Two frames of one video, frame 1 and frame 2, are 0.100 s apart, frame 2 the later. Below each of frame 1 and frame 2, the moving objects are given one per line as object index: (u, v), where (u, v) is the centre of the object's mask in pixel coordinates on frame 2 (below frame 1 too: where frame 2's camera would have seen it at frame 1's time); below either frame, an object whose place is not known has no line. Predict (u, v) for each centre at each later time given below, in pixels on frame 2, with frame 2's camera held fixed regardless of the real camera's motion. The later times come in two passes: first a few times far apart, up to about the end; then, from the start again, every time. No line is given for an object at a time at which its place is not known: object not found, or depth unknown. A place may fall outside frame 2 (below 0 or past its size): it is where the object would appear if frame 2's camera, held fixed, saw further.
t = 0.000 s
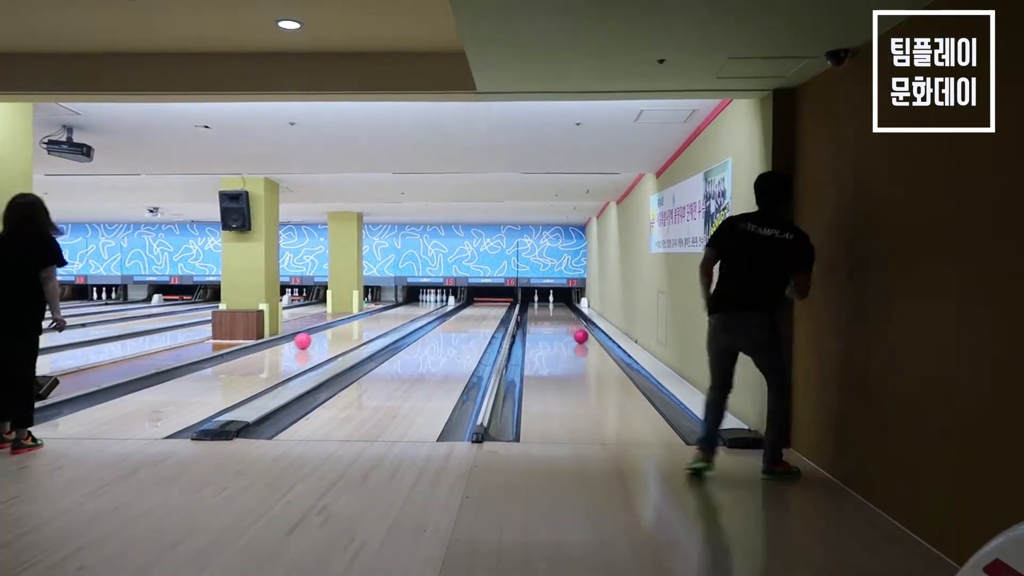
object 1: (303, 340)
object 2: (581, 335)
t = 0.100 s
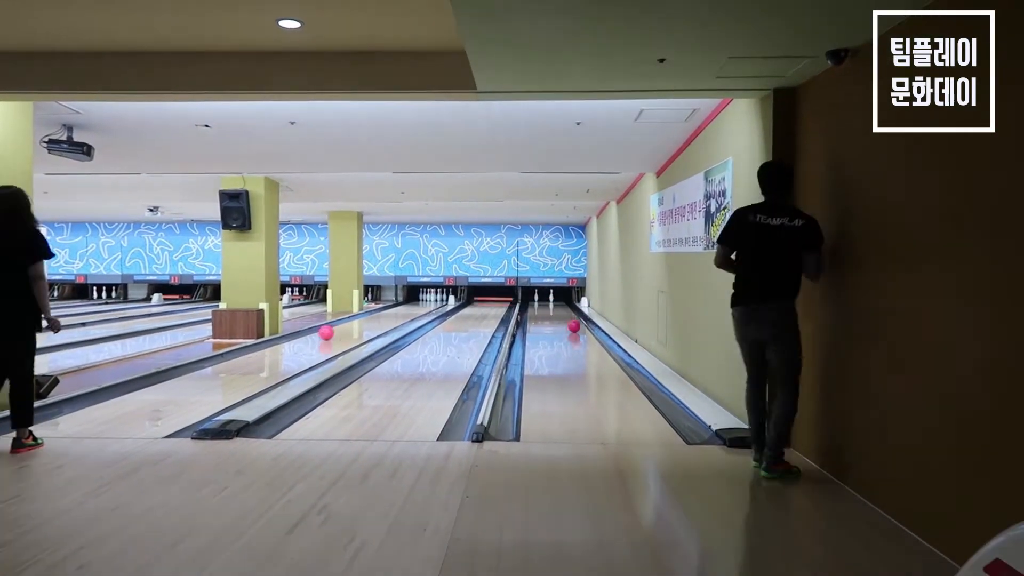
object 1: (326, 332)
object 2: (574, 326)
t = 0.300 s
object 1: (360, 321)
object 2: (565, 313)
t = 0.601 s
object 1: (394, 309)
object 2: (557, 302)
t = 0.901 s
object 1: (416, 303)
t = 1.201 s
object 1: (432, 298)
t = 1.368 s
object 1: (435, 298)
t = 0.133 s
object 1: (333, 330)
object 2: (572, 323)
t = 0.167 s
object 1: (339, 328)
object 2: (570, 320)
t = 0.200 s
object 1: (345, 326)
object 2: (569, 318)
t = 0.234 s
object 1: (350, 324)
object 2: (567, 316)
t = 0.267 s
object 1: (355, 322)
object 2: (566, 314)
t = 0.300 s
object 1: (360, 321)
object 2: (565, 313)
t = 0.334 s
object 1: (365, 319)
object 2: (563, 311)
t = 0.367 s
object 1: (369, 317)
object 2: (563, 309)
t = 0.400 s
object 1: (374, 316)
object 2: (562, 308)
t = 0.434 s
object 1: (377, 315)
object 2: (561, 306)
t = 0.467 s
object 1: (380, 314)
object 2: (559, 306)
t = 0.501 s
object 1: (384, 313)
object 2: (558, 305)
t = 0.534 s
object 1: (388, 312)
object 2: (558, 304)
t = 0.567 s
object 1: (391, 311)
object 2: (557, 303)
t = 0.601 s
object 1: (394, 309)
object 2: (557, 302)
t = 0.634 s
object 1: (397, 308)
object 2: (555, 301)
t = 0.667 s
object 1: (400, 308)
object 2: (555, 300)
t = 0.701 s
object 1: (402, 307)
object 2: (555, 299)
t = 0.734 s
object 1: (405, 306)
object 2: (554, 298)
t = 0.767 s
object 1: (407, 305)
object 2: (555, 298)
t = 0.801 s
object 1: (410, 305)
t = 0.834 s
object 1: (412, 304)
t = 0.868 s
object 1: (414, 303)
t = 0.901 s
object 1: (416, 303)
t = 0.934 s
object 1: (418, 302)
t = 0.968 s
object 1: (420, 301)
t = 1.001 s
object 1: (422, 301)
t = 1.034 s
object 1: (423, 300)
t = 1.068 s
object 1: (426, 300)
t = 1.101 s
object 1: (428, 299)
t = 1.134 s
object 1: (429, 299)
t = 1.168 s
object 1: (430, 298)
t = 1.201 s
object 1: (432, 298)
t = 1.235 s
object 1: (433, 298)
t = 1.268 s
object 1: (433, 298)
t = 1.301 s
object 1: (434, 298)
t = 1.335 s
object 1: (434, 298)
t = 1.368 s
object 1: (435, 298)
